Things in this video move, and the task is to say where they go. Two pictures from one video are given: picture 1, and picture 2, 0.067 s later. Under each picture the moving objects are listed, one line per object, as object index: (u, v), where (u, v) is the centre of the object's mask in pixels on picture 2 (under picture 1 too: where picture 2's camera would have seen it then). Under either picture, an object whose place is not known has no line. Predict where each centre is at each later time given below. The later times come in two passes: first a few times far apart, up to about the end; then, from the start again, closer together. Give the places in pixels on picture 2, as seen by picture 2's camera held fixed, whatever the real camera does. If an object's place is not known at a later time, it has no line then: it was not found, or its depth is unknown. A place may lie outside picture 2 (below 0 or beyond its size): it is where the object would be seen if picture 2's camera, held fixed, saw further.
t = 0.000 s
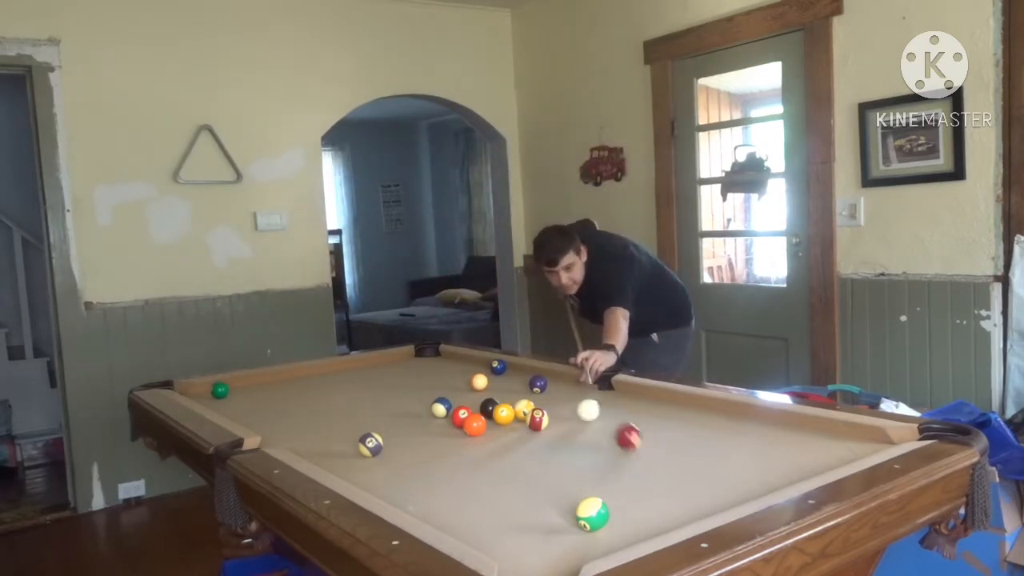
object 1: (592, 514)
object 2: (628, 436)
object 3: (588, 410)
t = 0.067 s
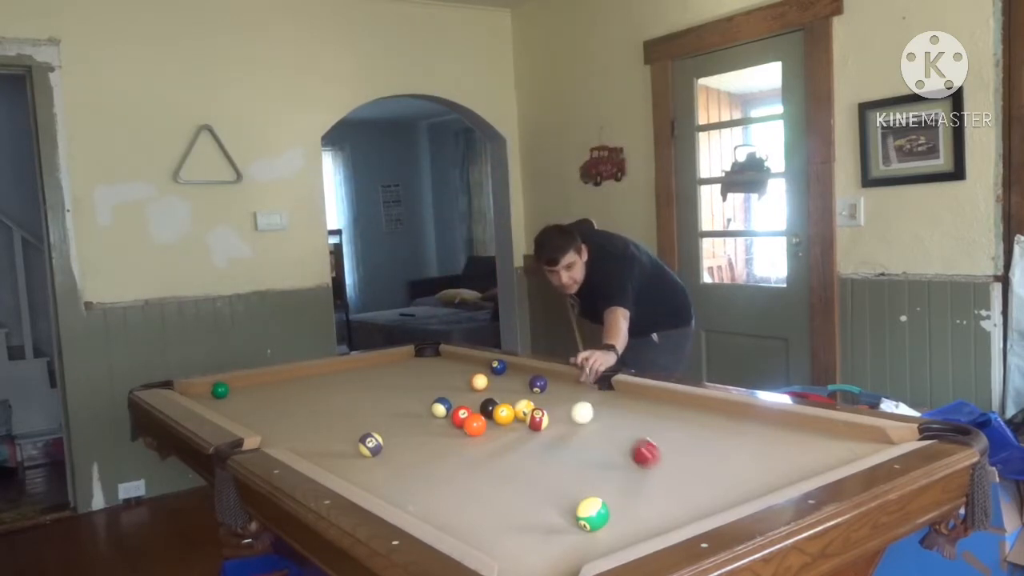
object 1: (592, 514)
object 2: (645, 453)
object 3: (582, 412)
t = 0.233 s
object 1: (592, 514)
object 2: (691, 497)
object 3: (569, 422)
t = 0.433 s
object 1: (592, 514)
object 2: (635, 507)
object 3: (554, 435)
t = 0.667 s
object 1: (557, 524)
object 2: (578, 491)
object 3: (534, 451)
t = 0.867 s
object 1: (526, 532)
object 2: (542, 479)
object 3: (515, 466)
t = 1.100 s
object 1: (492, 540)
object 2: (540, 472)
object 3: (459, 479)
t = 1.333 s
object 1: (488, 539)
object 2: (548, 468)
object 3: (396, 490)
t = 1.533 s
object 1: (497, 537)
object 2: (555, 466)
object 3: (395, 487)
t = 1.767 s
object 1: (508, 532)
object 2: (561, 463)
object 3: (416, 478)
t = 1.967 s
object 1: (515, 529)
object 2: (565, 462)
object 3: (432, 470)
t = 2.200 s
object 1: (520, 526)
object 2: (568, 461)
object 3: (448, 463)
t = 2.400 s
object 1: (522, 523)
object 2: (570, 460)
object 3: (461, 457)
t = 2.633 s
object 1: (525, 522)
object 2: (571, 459)
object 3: (474, 452)
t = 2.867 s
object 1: (527, 522)
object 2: (572, 459)
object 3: (484, 446)
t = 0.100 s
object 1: (592, 514)
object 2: (653, 460)
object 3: (579, 414)
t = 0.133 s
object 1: (592, 514)
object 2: (662, 469)
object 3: (577, 416)
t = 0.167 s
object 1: (592, 514)
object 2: (671, 478)
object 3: (574, 418)
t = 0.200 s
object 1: (592, 514)
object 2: (682, 488)
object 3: (572, 420)
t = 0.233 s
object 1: (592, 514)
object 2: (691, 497)
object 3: (569, 422)
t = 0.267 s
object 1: (592, 514)
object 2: (701, 504)
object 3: (567, 424)
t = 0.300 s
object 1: (592, 514)
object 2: (701, 509)
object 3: (564, 426)
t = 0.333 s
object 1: (592, 514)
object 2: (684, 510)
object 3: (562, 428)
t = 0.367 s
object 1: (592, 514)
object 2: (666, 509)
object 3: (559, 430)
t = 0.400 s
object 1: (592, 514)
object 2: (650, 508)
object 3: (556, 432)
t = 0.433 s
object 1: (592, 514)
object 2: (635, 507)
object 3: (554, 435)
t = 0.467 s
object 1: (591, 514)
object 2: (622, 506)
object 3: (551, 437)
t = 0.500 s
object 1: (584, 515)
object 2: (614, 503)
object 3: (548, 439)
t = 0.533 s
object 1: (578, 518)
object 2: (607, 501)
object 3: (545, 442)
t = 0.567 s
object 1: (572, 519)
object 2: (599, 498)
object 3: (542, 444)
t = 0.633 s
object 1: (563, 522)
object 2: (585, 493)
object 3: (537, 448)
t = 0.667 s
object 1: (557, 524)
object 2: (578, 491)
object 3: (534, 451)
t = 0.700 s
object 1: (553, 525)
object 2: (572, 489)
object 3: (531, 453)
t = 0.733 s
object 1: (547, 526)
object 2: (565, 487)
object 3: (527, 456)
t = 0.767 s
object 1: (542, 527)
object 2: (559, 485)
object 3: (524, 458)
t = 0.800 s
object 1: (536, 529)
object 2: (553, 483)
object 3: (521, 461)
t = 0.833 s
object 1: (531, 530)
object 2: (547, 481)
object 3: (518, 463)
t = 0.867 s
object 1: (526, 532)
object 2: (542, 479)
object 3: (515, 466)
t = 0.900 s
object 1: (520, 534)
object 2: (537, 477)
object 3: (511, 468)
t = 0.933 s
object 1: (516, 535)
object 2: (532, 475)
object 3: (506, 470)
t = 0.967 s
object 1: (511, 536)
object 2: (534, 475)
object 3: (496, 472)
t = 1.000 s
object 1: (507, 537)
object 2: (536, 474)
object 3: (487, 473)
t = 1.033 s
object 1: (502, 538)
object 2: (537, 473)
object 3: (477, 475)
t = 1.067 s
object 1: (497, 540)
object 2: (539, 473)
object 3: (469, 477)
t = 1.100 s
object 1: (492, 540)
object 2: (540, 472)
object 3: (459, 479)
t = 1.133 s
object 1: (488, 540)
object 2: (541, 472)
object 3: (450, 481)
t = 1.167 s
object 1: (483, 540)
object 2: (543, 471)
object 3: (442, 482)
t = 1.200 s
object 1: (481, 540)
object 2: (544, 470)
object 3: (432, 484)
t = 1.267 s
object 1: (484, 540)
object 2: (546, 469)
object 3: (414, 487)
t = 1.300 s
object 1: (486, 539)
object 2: (547, 469)
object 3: (405, 489)
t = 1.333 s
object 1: (488, 539)
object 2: (548, 468)
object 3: (396, 490)
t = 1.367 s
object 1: (489, 539)
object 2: (549, 468)
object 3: (387, 491)
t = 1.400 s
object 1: (491, 539)
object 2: (551, 467)
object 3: (382, 490)
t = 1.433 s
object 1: (493, 538)
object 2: (552, 467)
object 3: (385, 490)
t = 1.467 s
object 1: (494, 538)
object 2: (553, 466)
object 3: (388, 489)
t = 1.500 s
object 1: (496, 538)
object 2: (554, 466)
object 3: (391, 488)
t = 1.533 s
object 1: (497, 537)
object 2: (555, 466)
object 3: (395, 487)
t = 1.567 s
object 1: (499, 536)
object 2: (556, 465)
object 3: (398, 485)
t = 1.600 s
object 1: (501, 536)
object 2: (557, 465)
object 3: (401, 484)
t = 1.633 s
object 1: (502, 535)
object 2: (558, 464)
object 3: (404, 483)
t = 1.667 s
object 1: (504, 534)
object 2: (558, 464)
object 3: (407, 482)
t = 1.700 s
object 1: (505, 533)
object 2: (559, 464)
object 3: (410, 480)
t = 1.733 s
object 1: (507, 533)
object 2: (560, 463)
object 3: (413, 479)
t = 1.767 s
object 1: (508, 532)
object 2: (561, 463)
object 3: (416, 478)
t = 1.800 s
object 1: (509, 531)
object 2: (562, 463)
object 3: (418, 476)
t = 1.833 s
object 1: (511, 531)
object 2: (562, 463)
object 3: (421, 475)
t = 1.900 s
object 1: (513, 530)
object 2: (563, 462)
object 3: (427, 473)
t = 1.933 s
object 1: (514, 529)
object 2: (564, 462)
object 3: (429, 471)
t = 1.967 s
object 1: (515, 529)
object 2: (565, 462)
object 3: (432, 470)
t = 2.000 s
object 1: (516, 528)
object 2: (565, 461)
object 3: (434, 469)
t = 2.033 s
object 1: (517, 528)
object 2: (566, 461)
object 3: (437, 468)
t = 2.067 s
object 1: (518, 527)
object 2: (566, 461)
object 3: (439, 467)
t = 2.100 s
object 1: (518, 527)
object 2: (567, 461)
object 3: (442, 466)
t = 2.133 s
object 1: (519, 527)
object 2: (567, 461)
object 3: (444, 465)
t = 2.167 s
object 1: (519, 526)
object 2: (568, 461)
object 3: (446, 464)
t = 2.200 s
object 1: (520, 526)
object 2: (568, 461)
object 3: (448, 463)
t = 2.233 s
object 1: (521, 525)
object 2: (568, 460)
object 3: (451, 462)
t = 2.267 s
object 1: (521, 525)
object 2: (569, 460)
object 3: (453, 461)
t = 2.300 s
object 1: (522, 525)
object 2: (569, 460)
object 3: (455, 460)
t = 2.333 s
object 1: (522, 524)
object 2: (569, 460)
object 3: (457, 459)
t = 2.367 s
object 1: (522, 524)
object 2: (570, 460)
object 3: (459, 458)
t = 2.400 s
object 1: (522, 523)
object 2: (570, 460)
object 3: (461, 457)
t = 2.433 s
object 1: (523, 523)
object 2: (570, 460)
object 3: (463, 456)
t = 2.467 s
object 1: (523, 523)
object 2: (570, 460)
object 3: (465, 456)
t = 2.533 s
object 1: (524, 523)
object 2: (571, 459)
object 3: (469, 454)
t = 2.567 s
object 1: (524, 523)
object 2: (571, 459)
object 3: (471, 453)
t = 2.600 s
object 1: (525, 522)
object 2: (571, 459)
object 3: (472, 452)
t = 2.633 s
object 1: (525, 522)
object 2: (571, 459)
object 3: (474, 452)
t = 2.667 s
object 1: (525, 522)
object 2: (571, 459)
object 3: (476, 451)
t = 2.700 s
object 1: (526, 522)
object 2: (571, 459)
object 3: (477, 450)
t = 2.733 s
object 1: (526, 522)
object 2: (571, 459)
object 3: (479, 449)
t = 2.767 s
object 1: (526, 522)
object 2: (571, 459)
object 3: (480, 449)
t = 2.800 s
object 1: (527, 522)
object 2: (571, 459)
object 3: (482, 448)
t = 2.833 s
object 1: (527, 522)
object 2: (571, 459)
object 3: (483, 447)
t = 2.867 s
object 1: (527, 522)
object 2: (572, 459)
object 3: (484, 446)
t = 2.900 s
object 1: (527, 522)
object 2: (572, 459)
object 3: (486, 446)
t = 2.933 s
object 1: (527, 522)
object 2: (572, 459)
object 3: (487, 445)
